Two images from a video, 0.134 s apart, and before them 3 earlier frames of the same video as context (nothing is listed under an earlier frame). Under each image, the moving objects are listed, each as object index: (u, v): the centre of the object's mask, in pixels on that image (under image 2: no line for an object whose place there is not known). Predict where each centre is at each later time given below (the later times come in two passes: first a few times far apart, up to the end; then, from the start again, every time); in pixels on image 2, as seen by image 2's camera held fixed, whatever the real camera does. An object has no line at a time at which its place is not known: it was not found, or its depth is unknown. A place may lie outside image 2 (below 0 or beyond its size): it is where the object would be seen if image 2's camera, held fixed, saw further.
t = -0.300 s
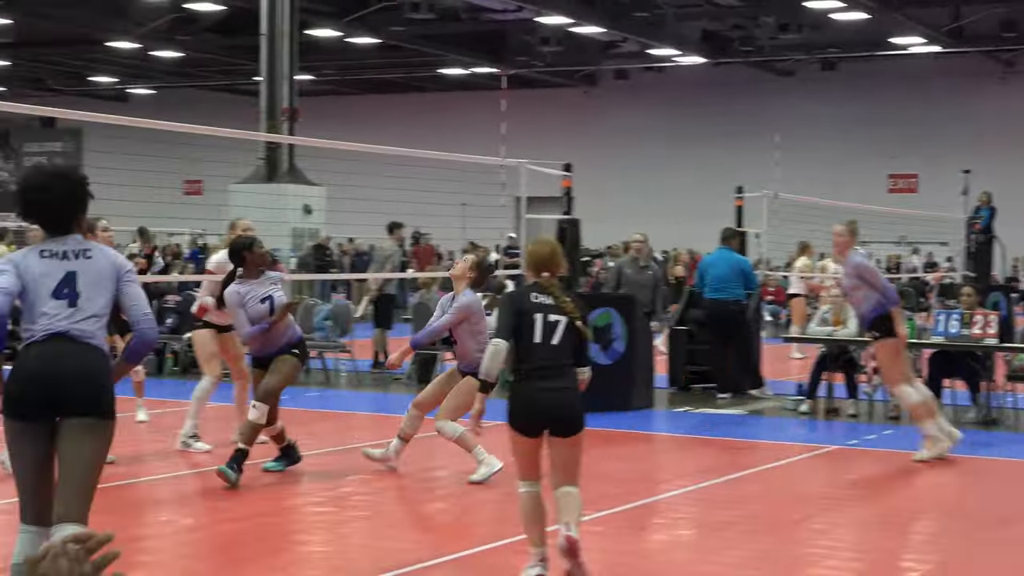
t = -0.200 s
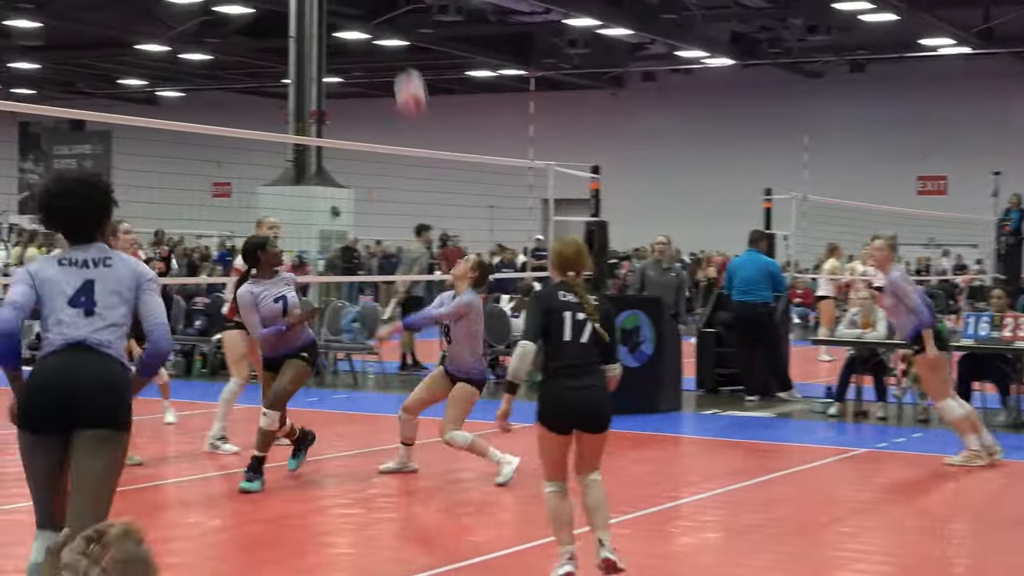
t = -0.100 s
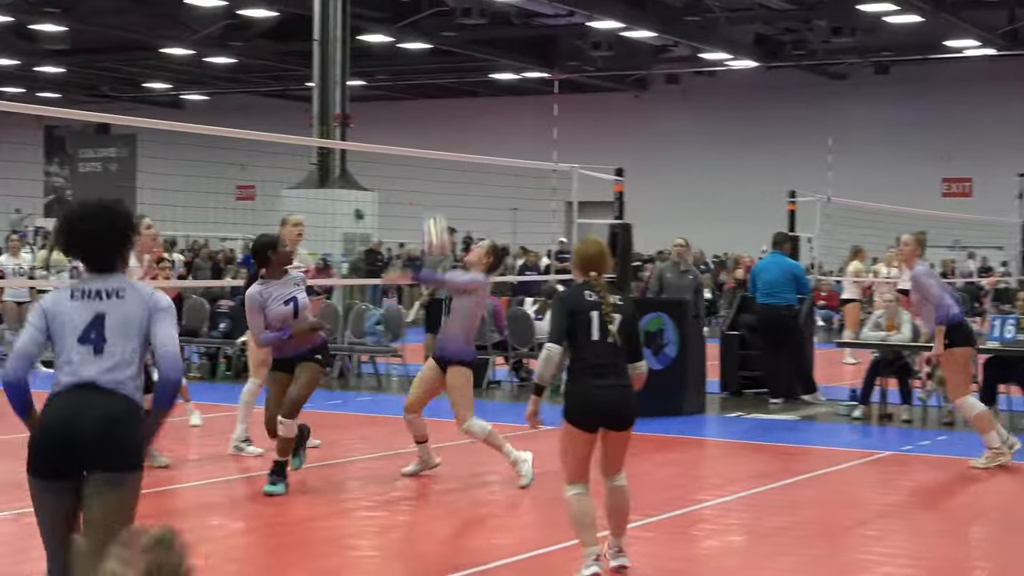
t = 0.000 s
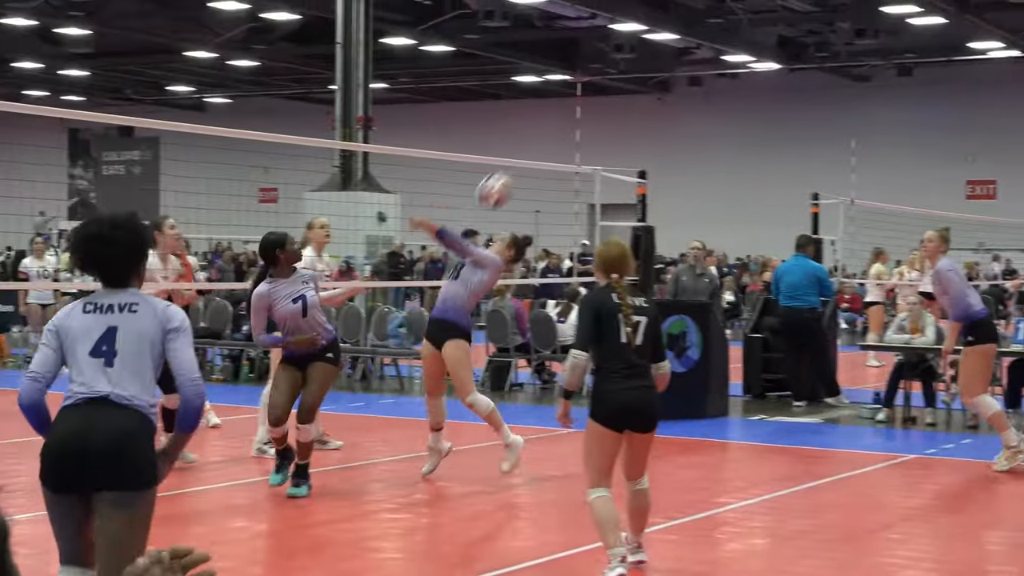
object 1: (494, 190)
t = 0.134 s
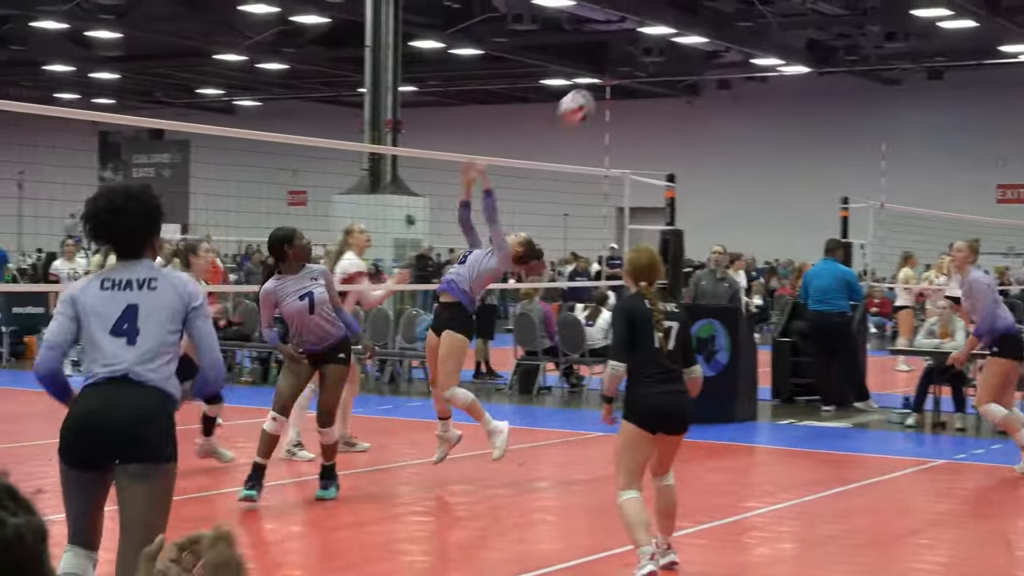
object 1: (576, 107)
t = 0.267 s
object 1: (629, 48)
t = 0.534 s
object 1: (731, 7)
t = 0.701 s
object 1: (784, 33)
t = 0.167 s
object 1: (590, 90)
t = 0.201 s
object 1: (604, 73)
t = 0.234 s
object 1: (616, 61)
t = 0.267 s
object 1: (629, 48)
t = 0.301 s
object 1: (640, 37)
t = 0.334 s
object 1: (657, 27)
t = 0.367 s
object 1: (671, 19)
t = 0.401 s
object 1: (683, 14)
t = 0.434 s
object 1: (695, 10)
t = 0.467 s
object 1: (708, 7)
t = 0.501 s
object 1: (719, 7)
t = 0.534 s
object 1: (731, 7)
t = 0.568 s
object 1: (742, 9)
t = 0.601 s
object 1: (753, 13)
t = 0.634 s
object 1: (763, 18)
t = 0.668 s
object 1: (774, 25)
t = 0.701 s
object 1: (784, 33)
